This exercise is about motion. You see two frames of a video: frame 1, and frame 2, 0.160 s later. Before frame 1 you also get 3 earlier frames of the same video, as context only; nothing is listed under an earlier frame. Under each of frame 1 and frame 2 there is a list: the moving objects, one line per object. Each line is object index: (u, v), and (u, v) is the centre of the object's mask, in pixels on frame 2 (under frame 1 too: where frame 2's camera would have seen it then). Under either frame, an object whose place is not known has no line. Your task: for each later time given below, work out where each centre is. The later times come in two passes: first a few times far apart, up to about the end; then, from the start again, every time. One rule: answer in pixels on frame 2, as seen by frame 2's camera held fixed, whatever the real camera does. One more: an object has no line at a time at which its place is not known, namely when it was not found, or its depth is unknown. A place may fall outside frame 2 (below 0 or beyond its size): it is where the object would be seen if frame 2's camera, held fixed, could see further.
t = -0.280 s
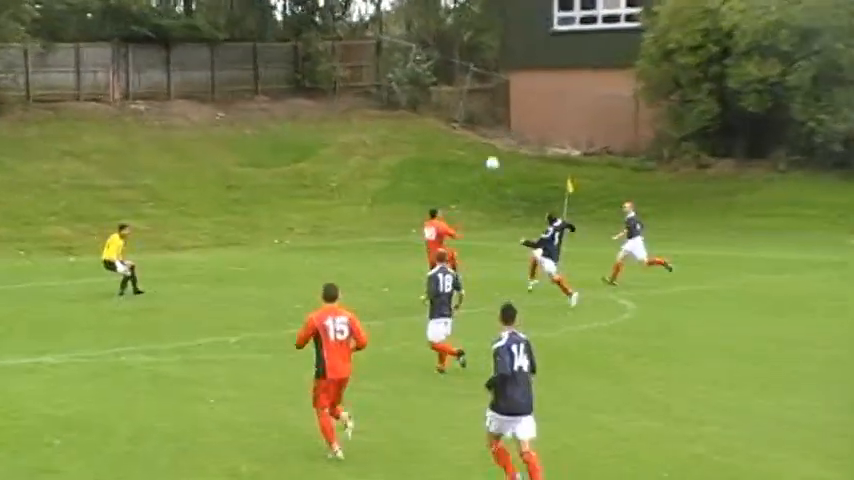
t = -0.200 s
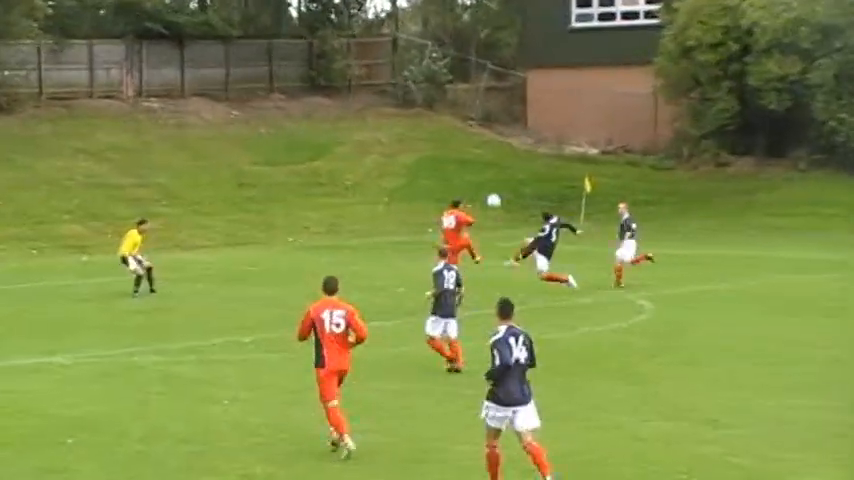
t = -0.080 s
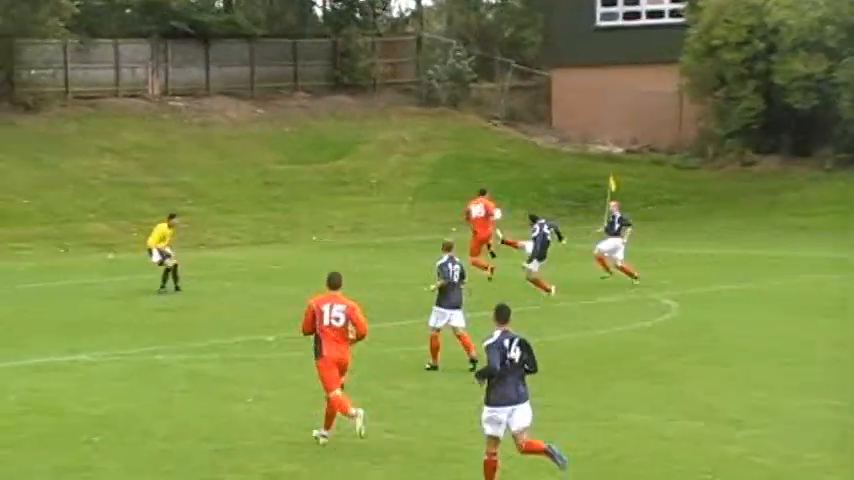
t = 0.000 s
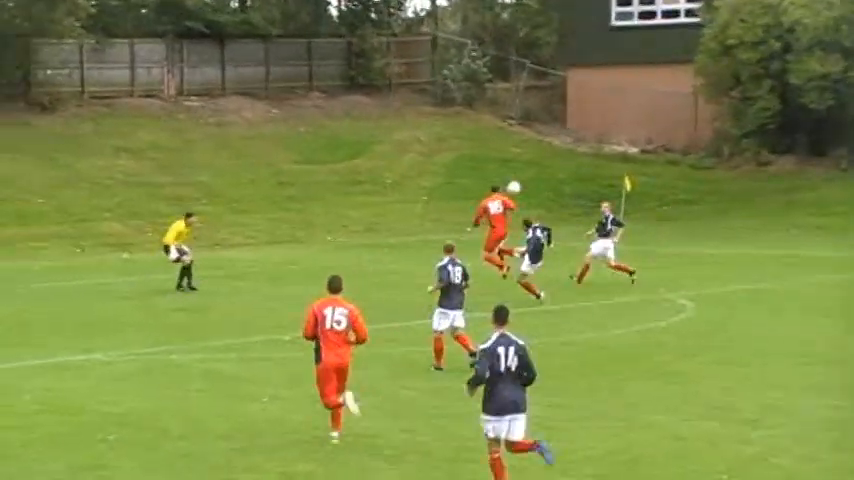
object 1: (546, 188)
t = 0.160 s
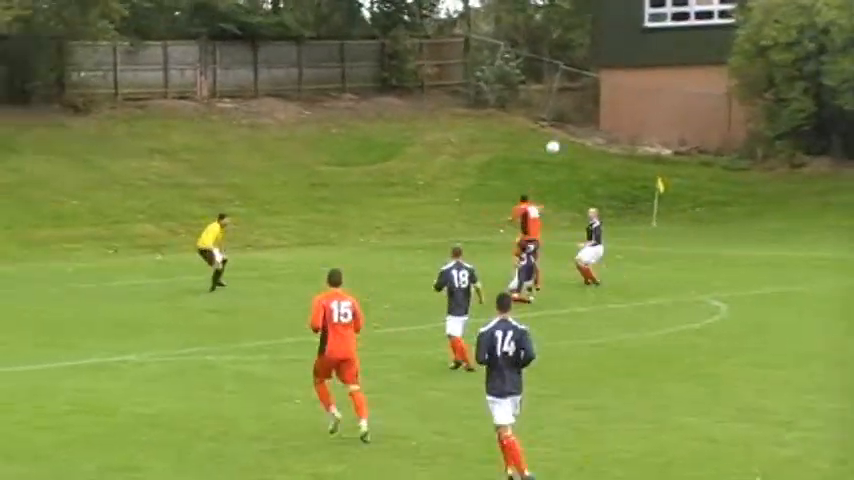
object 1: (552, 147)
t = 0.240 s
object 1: (556, 131)
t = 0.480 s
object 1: (563, 107)
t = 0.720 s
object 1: (568, 111)
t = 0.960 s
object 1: (571, 141)
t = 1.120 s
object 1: (573, 174)
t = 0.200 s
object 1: (554, 138)
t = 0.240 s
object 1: (556, 131)
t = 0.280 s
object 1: (558, 125)
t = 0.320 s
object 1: (559, 120)
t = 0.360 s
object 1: (560, 115)
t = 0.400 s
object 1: (561, 112)
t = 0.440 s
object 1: (562, 108)
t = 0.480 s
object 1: (563, 107)
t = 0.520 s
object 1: (564, 106)
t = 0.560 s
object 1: (564, 105)
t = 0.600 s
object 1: (565, 105)
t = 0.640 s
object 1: (566, 107)
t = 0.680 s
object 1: (567, 109)
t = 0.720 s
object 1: (568, 111)
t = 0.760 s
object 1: (569, 115)
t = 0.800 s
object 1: (569, 119)
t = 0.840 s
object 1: (569, 124)
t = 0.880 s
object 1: (570, 129)
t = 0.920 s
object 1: (571, 135)
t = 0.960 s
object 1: (571, 141)
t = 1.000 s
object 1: (572, 149)
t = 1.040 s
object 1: (572, 157)
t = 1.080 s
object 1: (572, 166)
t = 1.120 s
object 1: (573, 174)
